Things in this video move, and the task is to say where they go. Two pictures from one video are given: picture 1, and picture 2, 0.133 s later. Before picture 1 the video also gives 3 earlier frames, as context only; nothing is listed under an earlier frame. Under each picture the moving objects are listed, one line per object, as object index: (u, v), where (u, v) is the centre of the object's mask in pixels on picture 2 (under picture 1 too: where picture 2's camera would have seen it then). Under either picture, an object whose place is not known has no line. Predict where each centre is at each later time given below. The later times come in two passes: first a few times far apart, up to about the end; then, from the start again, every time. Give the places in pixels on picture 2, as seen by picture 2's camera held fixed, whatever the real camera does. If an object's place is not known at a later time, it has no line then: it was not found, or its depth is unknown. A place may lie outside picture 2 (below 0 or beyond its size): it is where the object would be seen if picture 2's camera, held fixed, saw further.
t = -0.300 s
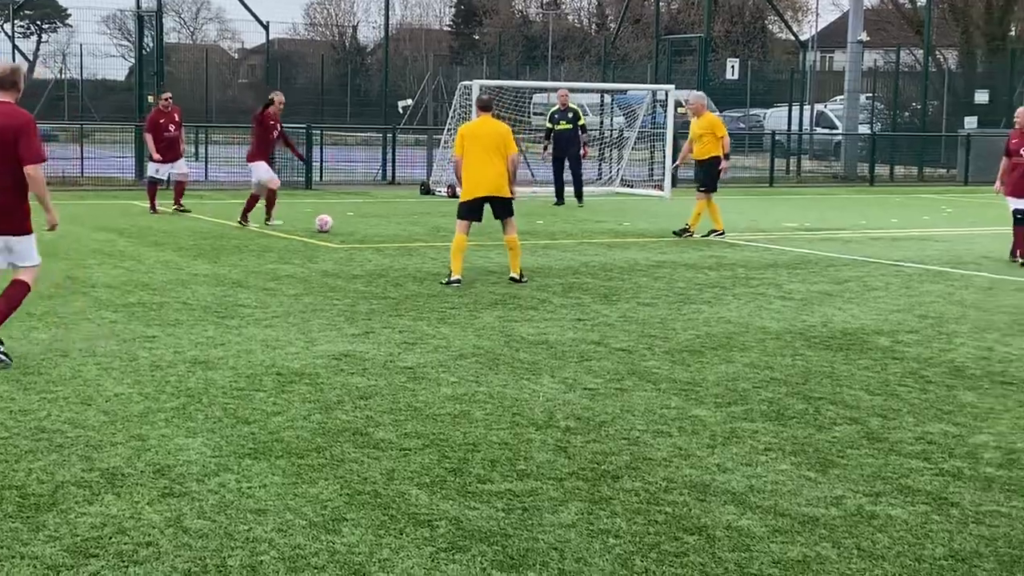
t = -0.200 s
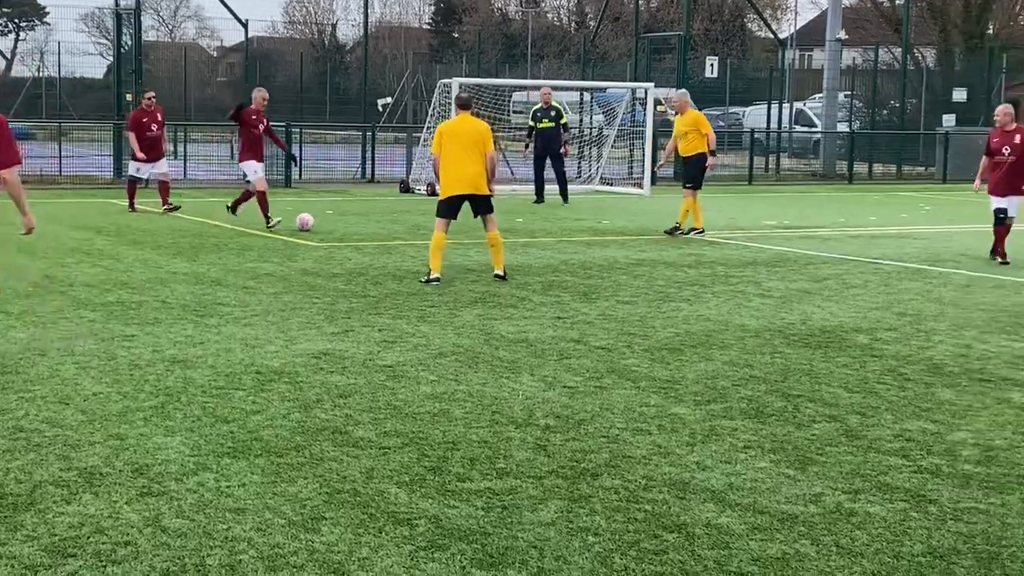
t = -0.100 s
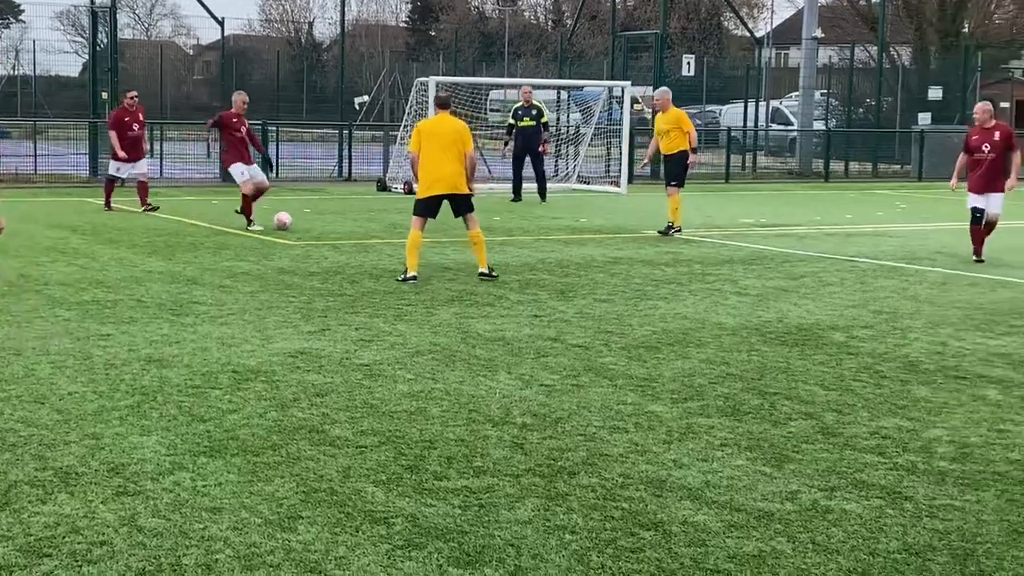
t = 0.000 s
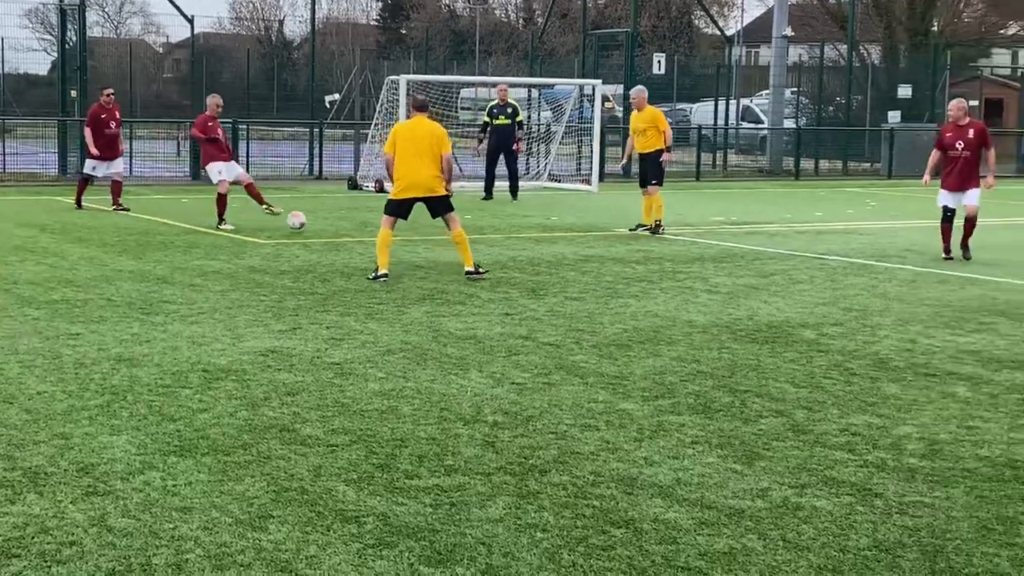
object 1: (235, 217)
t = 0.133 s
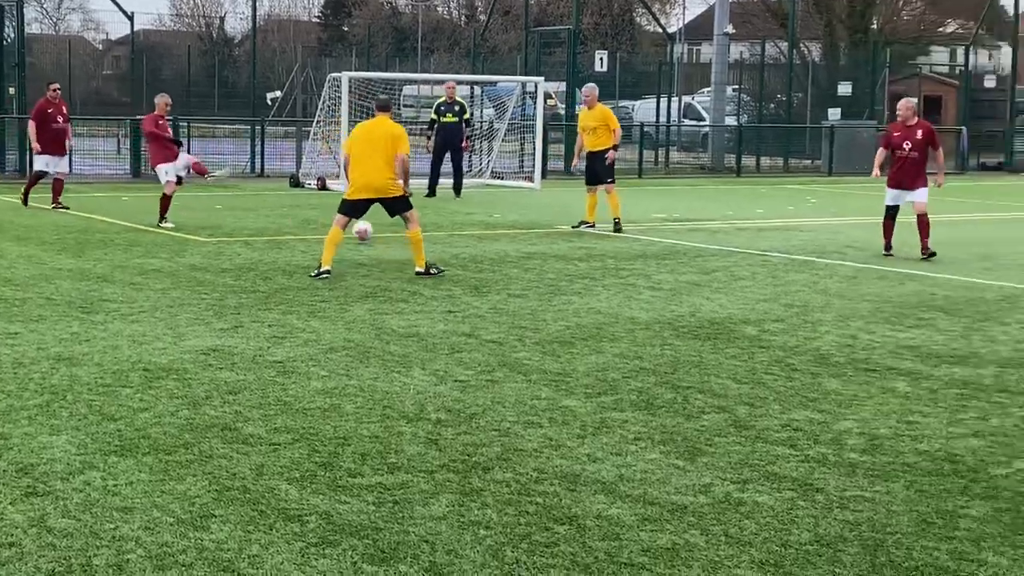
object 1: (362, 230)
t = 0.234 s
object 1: (463, 243)
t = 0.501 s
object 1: (772, 275)
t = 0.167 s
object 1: (395, 237)
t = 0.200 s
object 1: (433, 241)
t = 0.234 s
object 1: (463, 243)
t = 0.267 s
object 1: (498, 246)
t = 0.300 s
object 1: (534, 250)
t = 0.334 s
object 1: (572, 255)
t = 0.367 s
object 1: (608, 258)
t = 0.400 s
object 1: (647, 260)
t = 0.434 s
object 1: (688, 264)
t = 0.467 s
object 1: (729, 269)
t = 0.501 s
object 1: (772, 275)
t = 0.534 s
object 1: (817, 278)
